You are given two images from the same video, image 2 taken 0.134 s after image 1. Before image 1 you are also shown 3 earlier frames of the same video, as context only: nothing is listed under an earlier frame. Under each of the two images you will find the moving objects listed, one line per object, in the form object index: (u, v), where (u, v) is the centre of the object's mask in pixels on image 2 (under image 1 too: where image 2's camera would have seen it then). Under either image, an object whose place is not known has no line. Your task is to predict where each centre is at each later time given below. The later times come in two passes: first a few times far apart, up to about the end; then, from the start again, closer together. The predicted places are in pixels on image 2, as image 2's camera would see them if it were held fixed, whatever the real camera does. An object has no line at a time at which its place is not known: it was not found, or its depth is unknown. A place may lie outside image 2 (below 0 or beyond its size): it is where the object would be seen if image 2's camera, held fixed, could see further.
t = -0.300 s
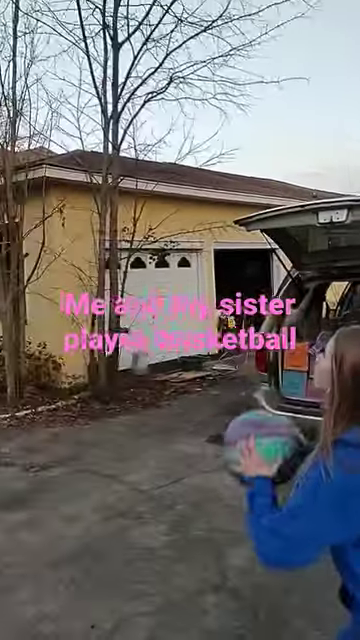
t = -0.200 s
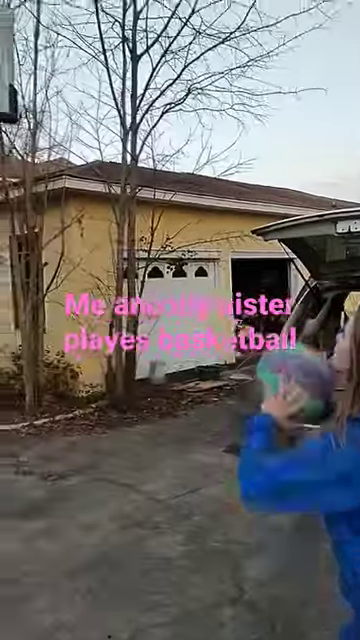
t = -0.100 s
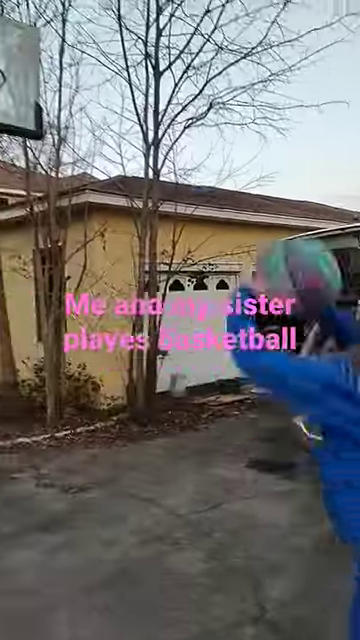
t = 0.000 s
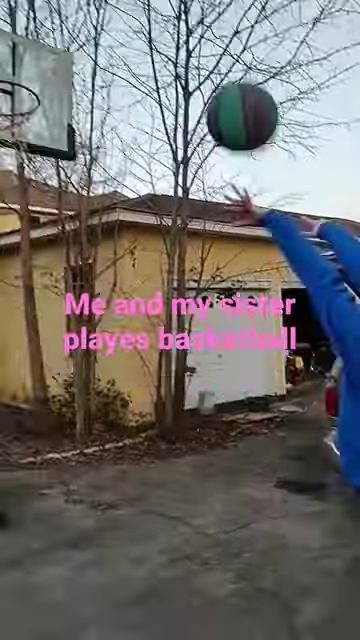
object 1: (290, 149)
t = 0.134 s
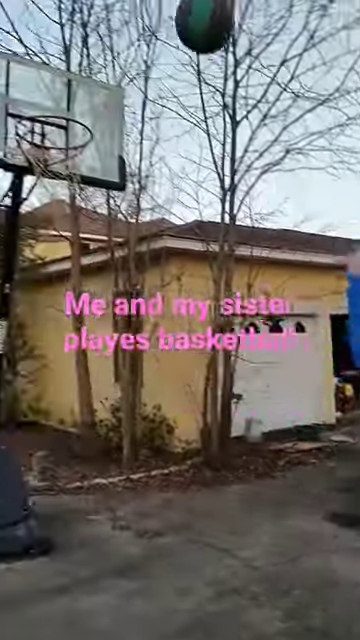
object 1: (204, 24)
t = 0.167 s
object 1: (187, 9)
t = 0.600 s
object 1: (54, 9)
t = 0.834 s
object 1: (40, 72)
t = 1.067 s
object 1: (63, 148)
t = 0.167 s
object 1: (187, 9)
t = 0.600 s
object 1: (54, 9)
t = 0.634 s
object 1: (47, 20)
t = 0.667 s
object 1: (42, 32)
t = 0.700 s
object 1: (37, 46)
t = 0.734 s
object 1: (32, 59)
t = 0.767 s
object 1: (34, 62)
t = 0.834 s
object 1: (40, 72)
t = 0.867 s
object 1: (44, 80)
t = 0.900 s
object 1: (48, 89)
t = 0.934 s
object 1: (53, 99)
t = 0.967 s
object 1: (57, 112)
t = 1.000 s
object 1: (60, 124)
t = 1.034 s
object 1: (61, 135)
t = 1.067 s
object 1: (63, 148)
